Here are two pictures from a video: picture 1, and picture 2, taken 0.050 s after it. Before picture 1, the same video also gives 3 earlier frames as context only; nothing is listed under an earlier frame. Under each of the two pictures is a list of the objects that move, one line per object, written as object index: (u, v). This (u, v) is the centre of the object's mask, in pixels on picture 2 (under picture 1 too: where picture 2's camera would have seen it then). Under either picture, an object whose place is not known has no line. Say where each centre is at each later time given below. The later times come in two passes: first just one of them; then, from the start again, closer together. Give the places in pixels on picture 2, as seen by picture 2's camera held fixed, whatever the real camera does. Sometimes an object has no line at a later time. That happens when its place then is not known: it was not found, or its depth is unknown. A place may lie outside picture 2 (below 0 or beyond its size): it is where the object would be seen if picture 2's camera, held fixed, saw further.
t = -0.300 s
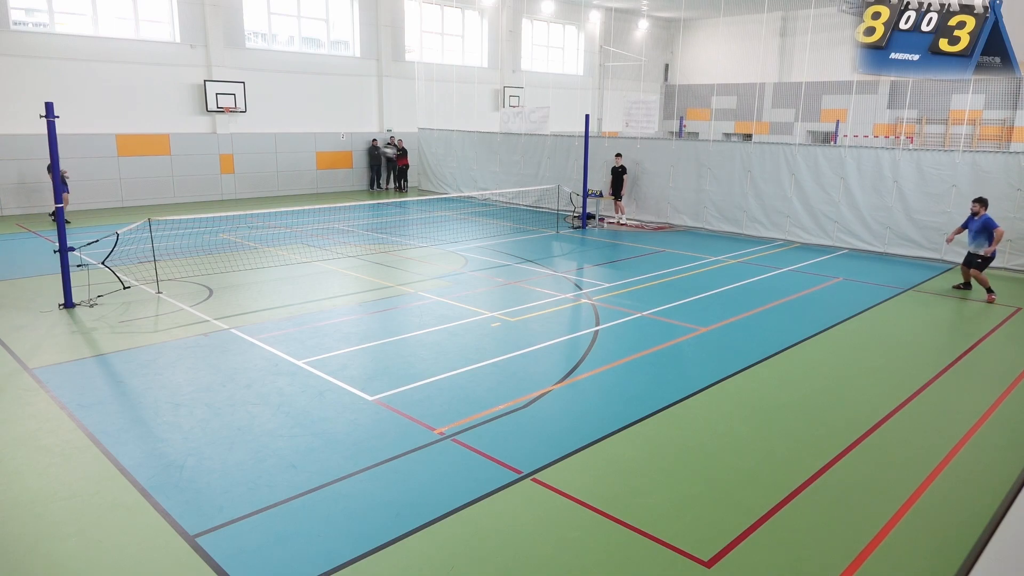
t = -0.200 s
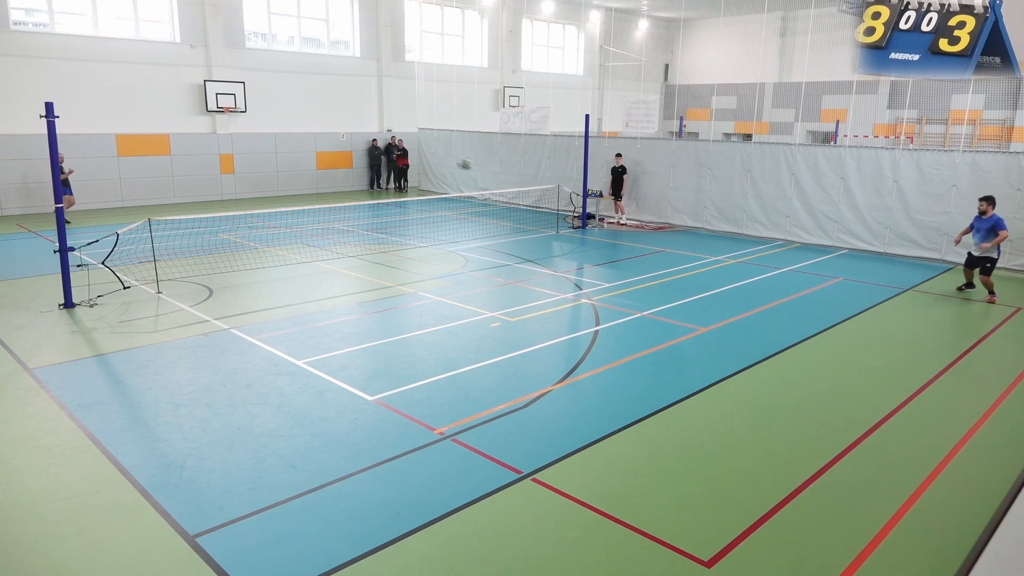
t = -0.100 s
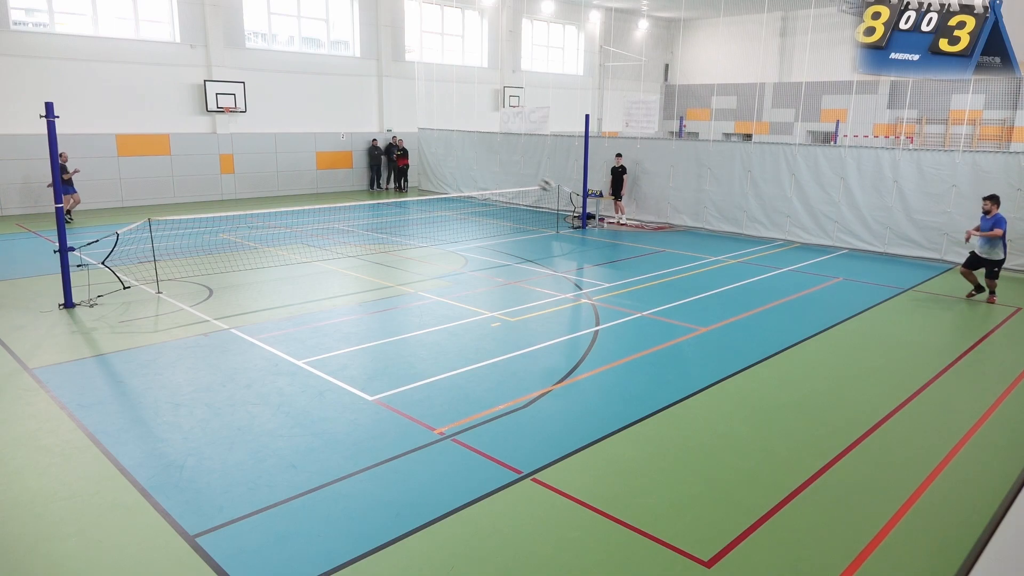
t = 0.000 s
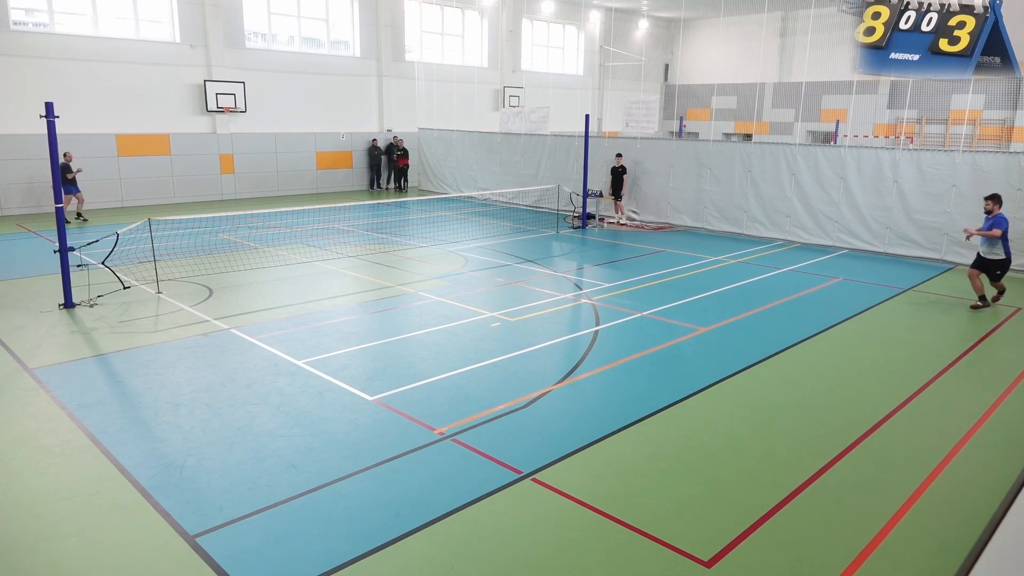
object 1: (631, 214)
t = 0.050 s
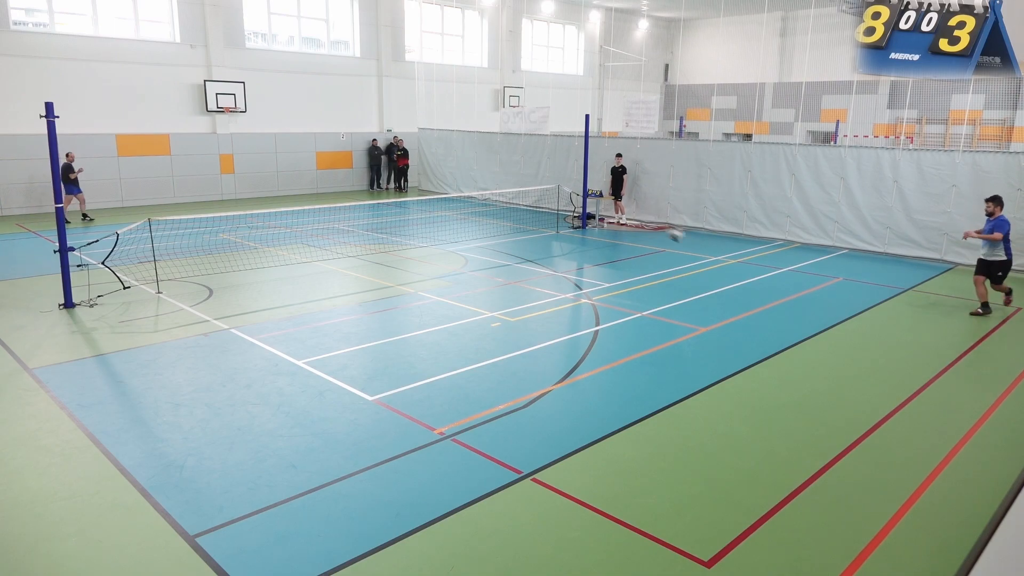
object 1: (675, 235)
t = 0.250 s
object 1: (842, 270)
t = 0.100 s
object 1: (719, 255)
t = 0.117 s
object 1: (734, 263)
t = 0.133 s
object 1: (749, 271)
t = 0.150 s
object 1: (766, 281)
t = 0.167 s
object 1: (780, 289)
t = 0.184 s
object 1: (793, 291)
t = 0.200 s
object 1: (806, 285)
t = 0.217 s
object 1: (817, 280)
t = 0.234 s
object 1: (830, 275)
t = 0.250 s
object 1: (842, 270)
